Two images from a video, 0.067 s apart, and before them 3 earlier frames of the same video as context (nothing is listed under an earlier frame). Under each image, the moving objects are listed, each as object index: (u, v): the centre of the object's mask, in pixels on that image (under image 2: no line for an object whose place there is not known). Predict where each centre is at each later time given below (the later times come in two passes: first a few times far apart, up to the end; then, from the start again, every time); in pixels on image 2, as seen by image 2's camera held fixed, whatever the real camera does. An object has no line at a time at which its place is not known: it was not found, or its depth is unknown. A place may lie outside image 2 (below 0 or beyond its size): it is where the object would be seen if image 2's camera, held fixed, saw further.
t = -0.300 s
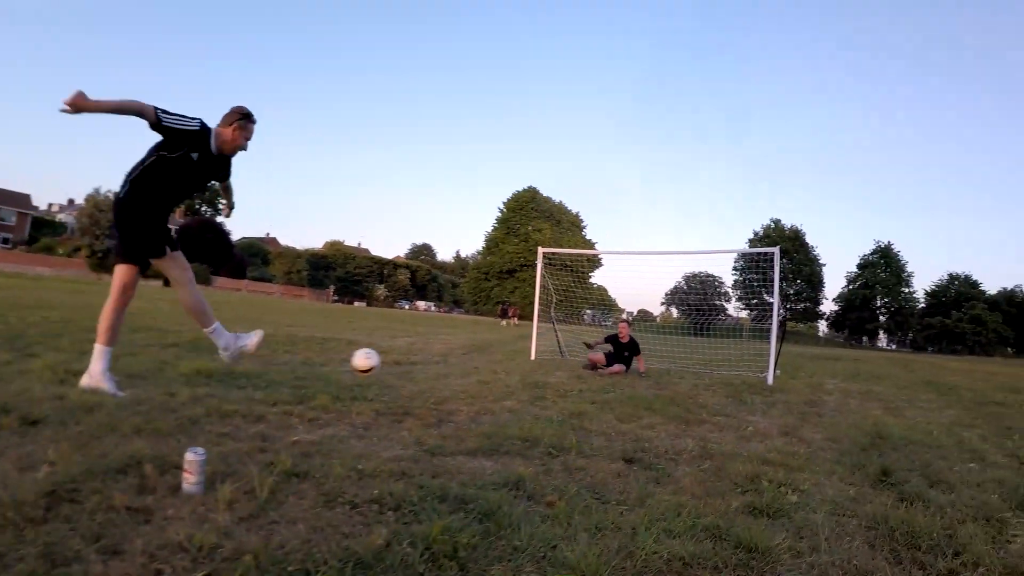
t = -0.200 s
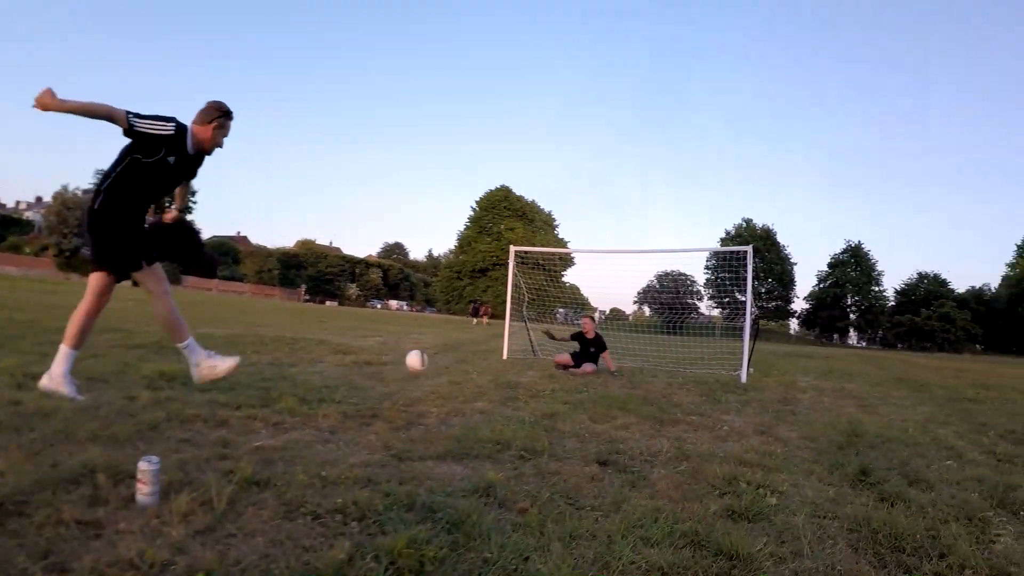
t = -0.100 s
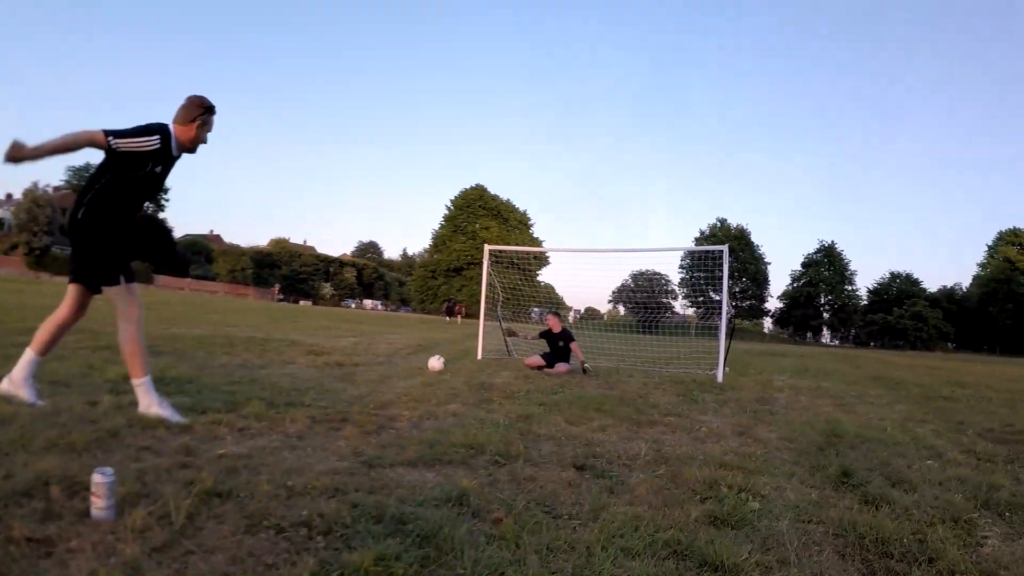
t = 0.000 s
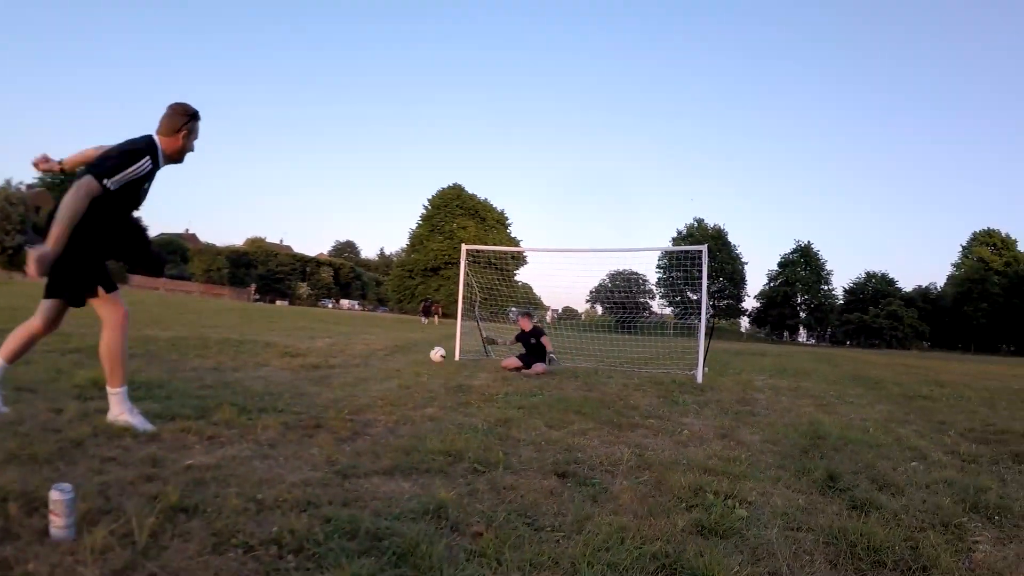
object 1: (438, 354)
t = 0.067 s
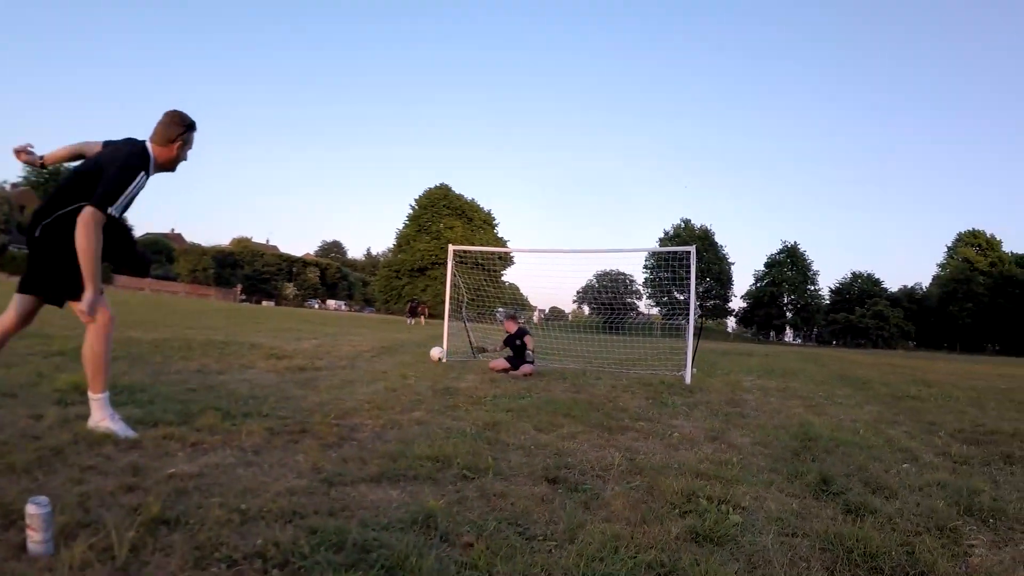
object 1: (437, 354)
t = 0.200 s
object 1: (456, 348)
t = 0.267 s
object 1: (465, 345)
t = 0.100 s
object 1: (442, 353)
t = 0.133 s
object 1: (447, 353)
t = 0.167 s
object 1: (452, 349)
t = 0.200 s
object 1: (456, 348)
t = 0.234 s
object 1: (461, 346)
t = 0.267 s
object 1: (465, 345)
